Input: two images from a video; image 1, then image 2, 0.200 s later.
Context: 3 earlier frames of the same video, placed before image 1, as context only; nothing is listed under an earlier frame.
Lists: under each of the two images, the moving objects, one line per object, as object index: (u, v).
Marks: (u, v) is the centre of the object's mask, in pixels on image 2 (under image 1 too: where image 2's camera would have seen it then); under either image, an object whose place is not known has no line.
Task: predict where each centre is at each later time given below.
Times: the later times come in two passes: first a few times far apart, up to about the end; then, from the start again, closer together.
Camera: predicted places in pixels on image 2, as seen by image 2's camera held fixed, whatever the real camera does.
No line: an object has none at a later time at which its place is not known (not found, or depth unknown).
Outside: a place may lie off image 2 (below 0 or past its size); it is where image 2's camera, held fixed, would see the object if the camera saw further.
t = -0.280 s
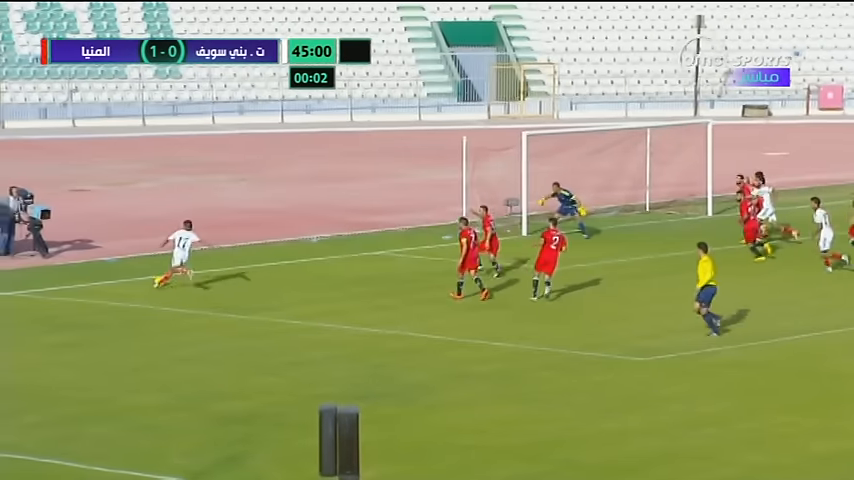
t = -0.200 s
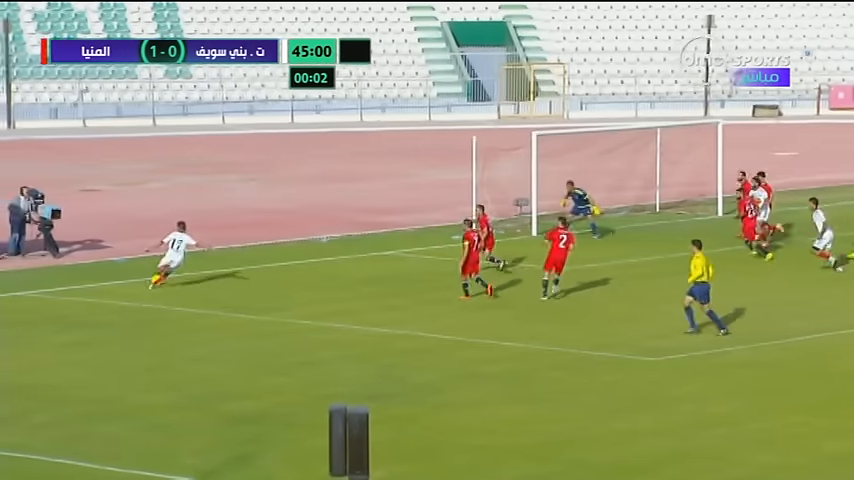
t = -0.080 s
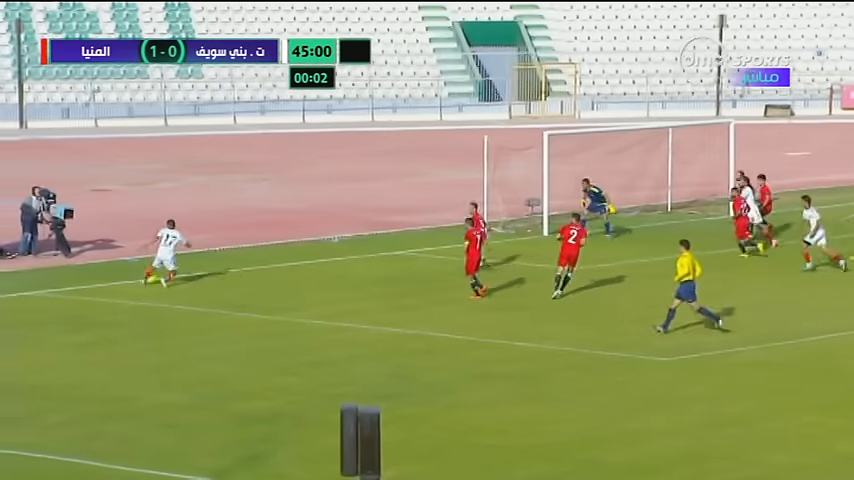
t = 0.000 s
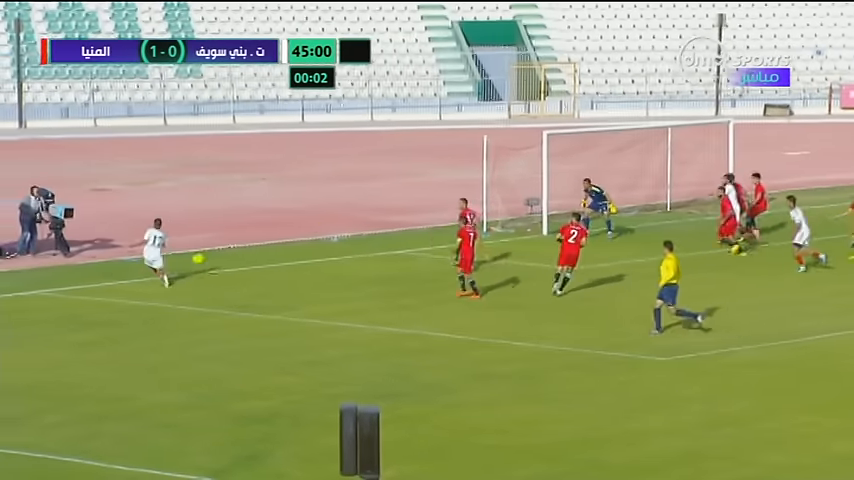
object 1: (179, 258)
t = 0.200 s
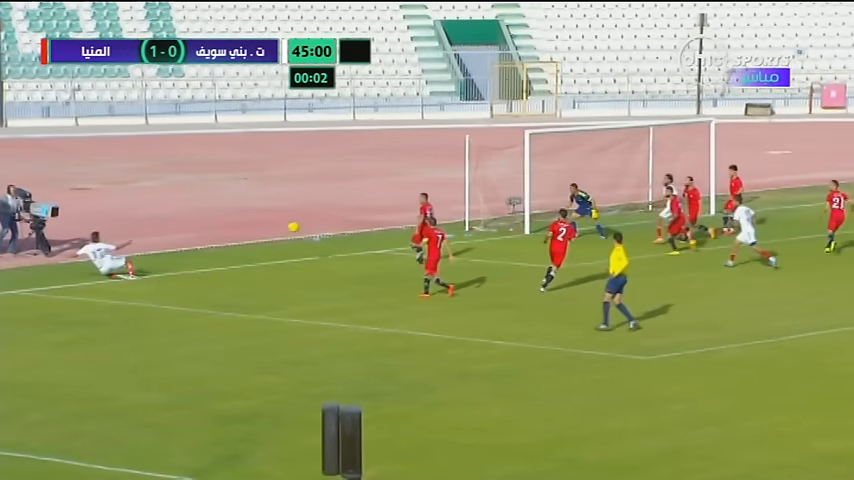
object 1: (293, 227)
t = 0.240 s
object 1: (315, 223)
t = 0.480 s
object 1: (437, 216)
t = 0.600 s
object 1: (495, 221)
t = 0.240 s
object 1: (315, 223)
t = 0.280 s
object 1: (336, 220)
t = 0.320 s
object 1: (356, 218)
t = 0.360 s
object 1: (378, 217)
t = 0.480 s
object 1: (437, 216)
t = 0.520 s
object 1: (458, 217)
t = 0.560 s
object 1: (477, 218)
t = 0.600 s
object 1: (495, 221)
